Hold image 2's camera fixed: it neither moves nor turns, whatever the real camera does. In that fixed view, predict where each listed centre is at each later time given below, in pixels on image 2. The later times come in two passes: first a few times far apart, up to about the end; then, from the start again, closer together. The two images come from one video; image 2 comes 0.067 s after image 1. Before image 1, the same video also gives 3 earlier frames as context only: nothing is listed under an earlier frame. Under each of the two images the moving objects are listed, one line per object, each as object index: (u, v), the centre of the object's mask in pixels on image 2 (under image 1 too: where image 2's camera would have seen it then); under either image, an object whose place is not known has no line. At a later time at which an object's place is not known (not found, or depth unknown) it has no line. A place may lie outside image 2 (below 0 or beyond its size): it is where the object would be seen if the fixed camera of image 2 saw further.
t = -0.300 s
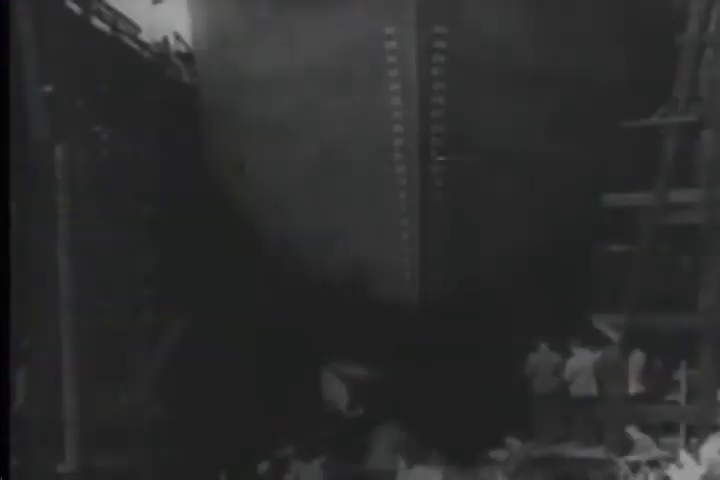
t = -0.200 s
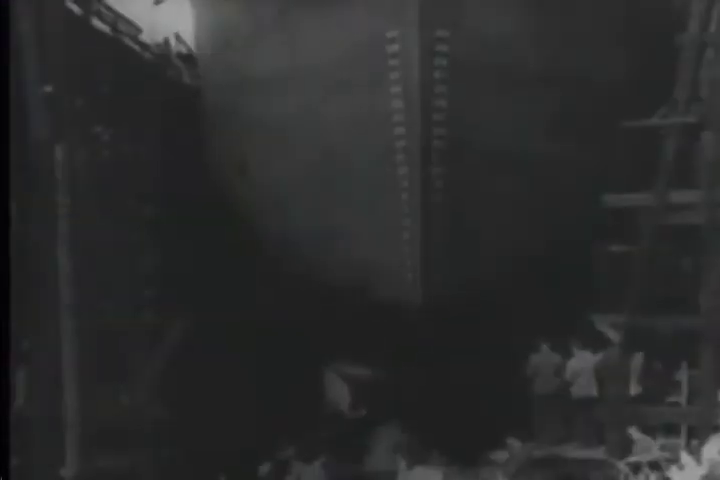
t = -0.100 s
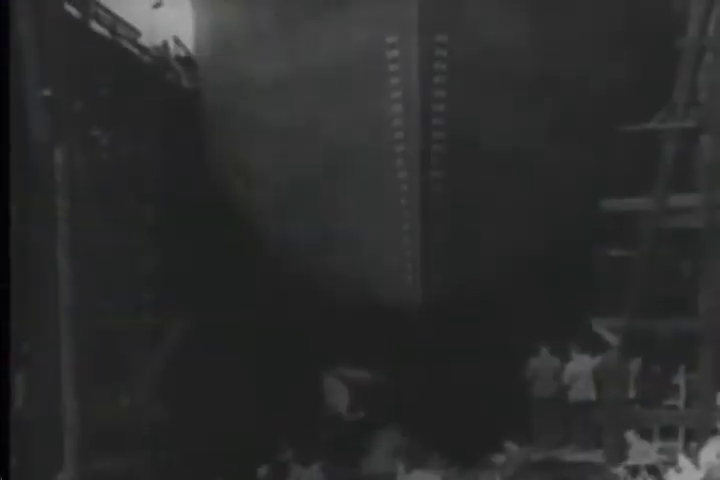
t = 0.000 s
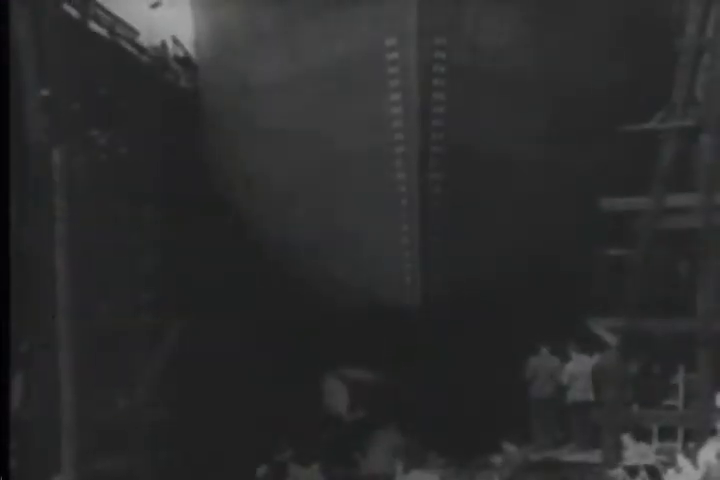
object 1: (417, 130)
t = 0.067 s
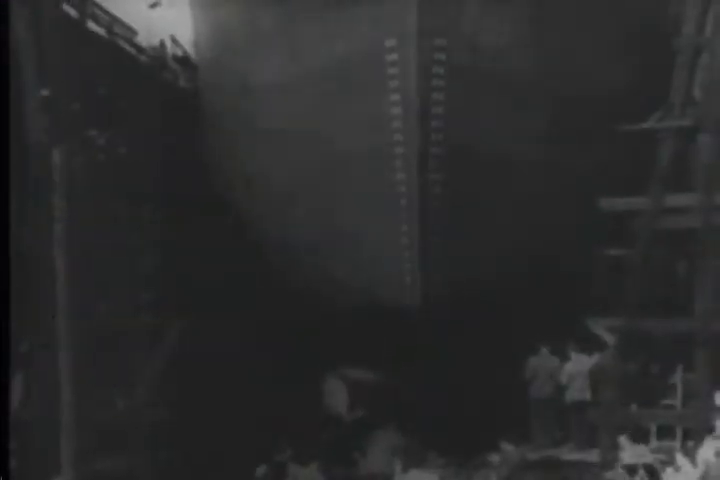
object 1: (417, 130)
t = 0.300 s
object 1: (419, 131)
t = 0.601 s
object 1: (420, 130)
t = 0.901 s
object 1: (424, 129)
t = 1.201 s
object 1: (426, 128)
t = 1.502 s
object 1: (427, 124)
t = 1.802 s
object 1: (431, 116)
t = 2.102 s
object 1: (435, 114)
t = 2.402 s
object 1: (435, 111)
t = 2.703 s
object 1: (438, 113)
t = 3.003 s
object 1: (441, 112)
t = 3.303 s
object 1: (442, 108)
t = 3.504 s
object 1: (442, 108)
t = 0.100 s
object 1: (417, 131)
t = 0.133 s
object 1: (417, 131)
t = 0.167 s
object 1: (418, 131)
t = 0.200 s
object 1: (419, 131)
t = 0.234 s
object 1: (418, 131)
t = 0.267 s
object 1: (418, 131)
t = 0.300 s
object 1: (419, 131)
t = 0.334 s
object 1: (419, 132)
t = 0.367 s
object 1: (419, 131)
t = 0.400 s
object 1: (419, 132)
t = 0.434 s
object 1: (420, 131)
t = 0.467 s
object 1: (420, 130)
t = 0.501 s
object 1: (420, 130)
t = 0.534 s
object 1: (420, 130)
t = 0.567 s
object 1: (420, 130)
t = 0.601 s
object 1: (420, 130)
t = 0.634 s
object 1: (420, 129)
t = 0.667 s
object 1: (420, 128)
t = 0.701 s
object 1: (421, 128)
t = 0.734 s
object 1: (421, 127)
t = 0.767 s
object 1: (422, 128)
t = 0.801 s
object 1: (422, 127)
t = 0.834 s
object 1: (422, 127)
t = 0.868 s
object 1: (422, 128)
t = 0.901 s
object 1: (424, 129)
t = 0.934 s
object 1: (423, 128)
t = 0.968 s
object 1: (423, 127)
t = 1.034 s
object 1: (424, 128)
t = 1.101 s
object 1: (426, 129)
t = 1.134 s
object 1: (425, 128)
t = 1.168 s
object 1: (426, 129)
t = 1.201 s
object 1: (426, 128)
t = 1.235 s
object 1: (426, 127)
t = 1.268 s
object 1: (427, 128)
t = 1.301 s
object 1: (427, 129)
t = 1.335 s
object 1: (427, 129)
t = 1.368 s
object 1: (426, 127)
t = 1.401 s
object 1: (426, 125)
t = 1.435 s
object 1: (427, 125)
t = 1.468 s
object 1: (427, 124)
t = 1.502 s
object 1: (427, 124)
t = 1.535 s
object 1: (425, 123)
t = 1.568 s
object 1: (427, 123)
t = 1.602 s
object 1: (423, 121)
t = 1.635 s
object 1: (423, 121)
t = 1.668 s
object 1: (422, 121)
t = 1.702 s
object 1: (432, 117)
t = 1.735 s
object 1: (432, 117)
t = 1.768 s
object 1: (432, 115)
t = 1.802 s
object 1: (431, 116)
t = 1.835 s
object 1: (432, 115)
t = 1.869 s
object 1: (432, 113)
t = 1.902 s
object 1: (432, 113)
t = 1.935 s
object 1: (433, 114)
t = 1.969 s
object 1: (433, 112)
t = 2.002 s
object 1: (433, 112)
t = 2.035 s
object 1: (434, 113)
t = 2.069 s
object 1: (435, 113)
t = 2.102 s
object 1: (435, 114)
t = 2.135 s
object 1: (435, 113)
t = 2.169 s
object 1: (435, 113)
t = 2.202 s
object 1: (436, 113)
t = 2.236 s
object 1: (436, 112)
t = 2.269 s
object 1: (436, 111)
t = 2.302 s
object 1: (436, 112)
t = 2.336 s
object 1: (436, 112)
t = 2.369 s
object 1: (436, 111)
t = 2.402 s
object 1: (435, 111)
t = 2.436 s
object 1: (436, 111)
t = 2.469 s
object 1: (436, 110)
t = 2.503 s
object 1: (436, 110)
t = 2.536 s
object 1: (436, 109)
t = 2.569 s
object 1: (436, 109)
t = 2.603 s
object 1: (436, 110)
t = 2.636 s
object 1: (438, 113)
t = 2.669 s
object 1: (438, 113)
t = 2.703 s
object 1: (438, 113)
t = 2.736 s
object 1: (438, 114)
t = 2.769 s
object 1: (438, 114)
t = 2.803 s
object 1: (439, 113)
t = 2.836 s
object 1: (439, 113)
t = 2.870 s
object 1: (440, 112)
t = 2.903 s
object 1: (440, 111)
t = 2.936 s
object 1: (441, 112)
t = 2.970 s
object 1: (441, 112)
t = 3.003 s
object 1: (441, 112)
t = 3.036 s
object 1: (441, 112)
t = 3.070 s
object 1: (440, 110)
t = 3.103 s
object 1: (440, 111)
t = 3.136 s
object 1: (441, 108)
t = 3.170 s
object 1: (441, 109)
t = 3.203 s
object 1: (441, 110)
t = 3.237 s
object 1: (441, 109)
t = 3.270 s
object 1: (441, 108)
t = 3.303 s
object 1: (442, 108)
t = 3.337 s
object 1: (442, 108)
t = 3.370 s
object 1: (442, 108)
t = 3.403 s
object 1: (442, 108)
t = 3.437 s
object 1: (443, 109)
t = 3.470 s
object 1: (443, 108)
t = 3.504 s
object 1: (442, 108)
